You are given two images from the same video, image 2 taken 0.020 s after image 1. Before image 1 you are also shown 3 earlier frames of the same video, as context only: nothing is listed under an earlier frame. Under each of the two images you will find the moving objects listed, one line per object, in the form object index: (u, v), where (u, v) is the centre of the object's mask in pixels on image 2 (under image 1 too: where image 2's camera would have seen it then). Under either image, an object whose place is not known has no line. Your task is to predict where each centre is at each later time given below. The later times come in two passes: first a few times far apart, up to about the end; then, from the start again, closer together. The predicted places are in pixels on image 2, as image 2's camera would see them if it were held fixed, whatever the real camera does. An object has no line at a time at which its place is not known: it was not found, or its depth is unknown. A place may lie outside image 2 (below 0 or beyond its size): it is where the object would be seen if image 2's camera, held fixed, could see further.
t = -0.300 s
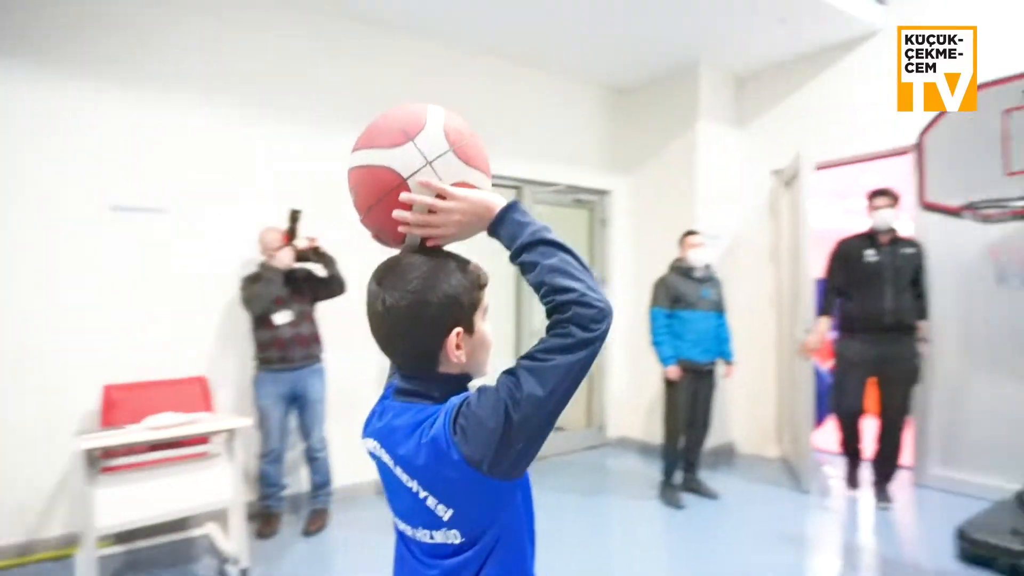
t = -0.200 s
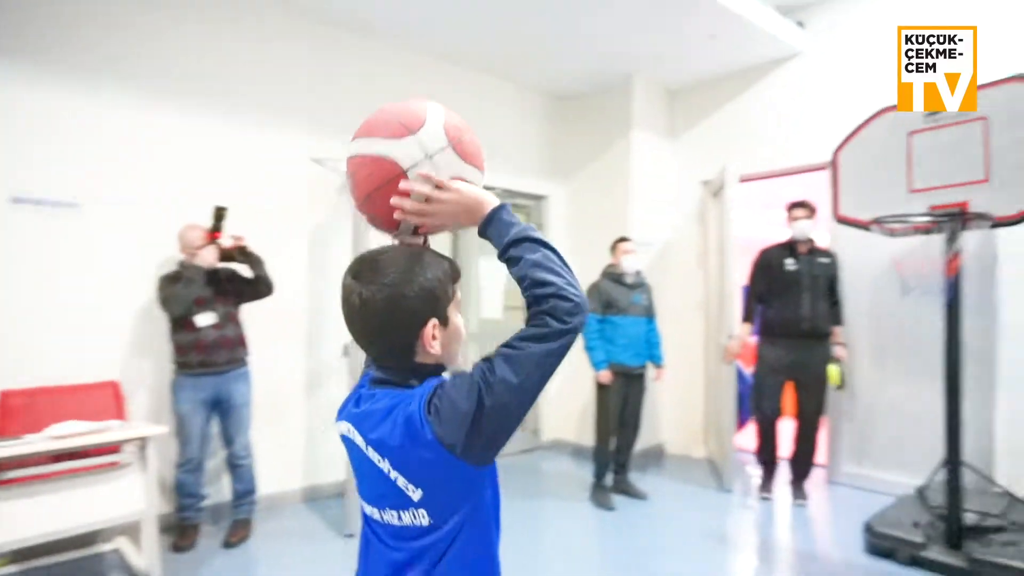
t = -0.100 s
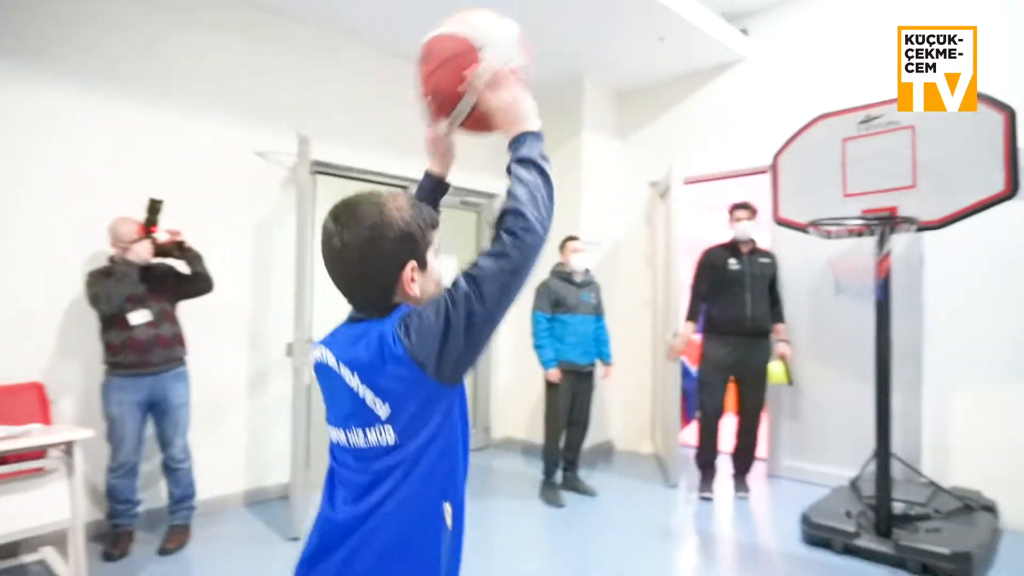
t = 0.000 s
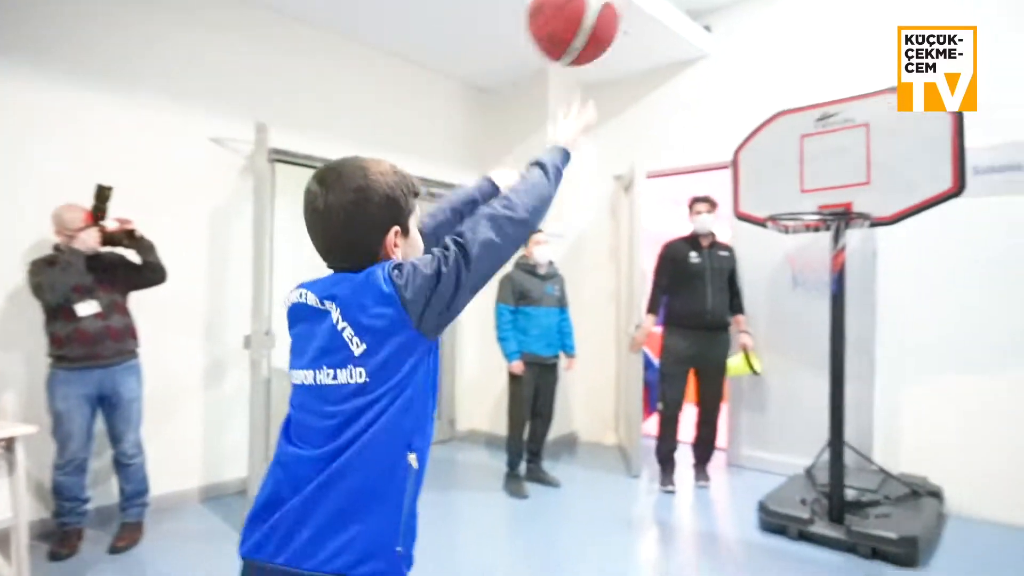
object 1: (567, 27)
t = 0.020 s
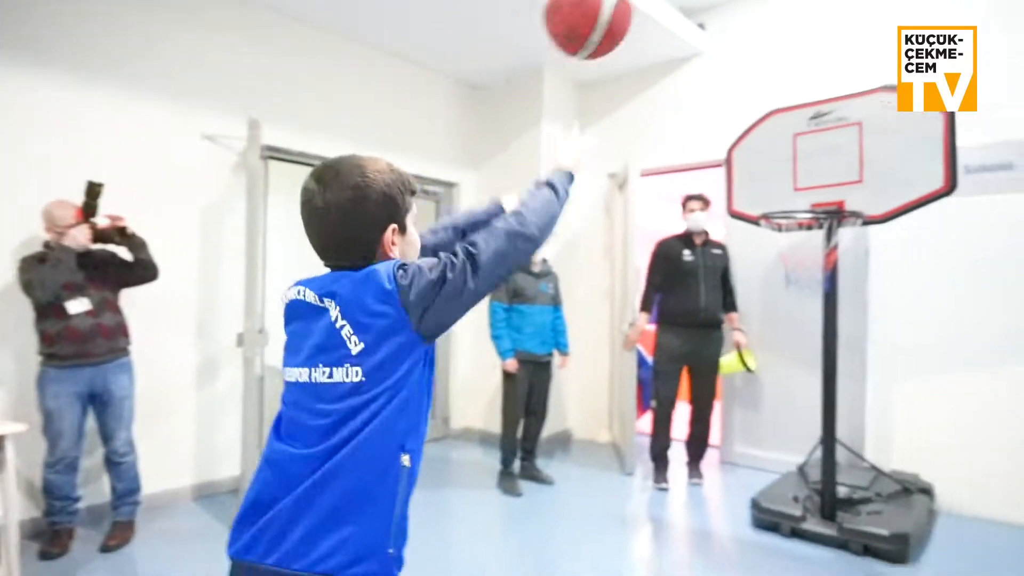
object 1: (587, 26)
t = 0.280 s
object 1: (750, 90)
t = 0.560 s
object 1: (807, 261)
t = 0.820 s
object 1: (772, 520)
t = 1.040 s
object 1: (730, 383)
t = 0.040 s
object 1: (606, 26)
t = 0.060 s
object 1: (624, 27)
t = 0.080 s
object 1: (640, 27)
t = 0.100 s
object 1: (654, 29)
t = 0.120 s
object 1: (668, 30)
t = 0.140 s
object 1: (681, 33)
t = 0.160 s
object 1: (693, 36)
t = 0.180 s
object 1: (704, 41)
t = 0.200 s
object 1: (714, 48)
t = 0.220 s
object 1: (723, 56)
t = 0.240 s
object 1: (732, 70)
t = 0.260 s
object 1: (741, 80)
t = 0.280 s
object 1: (750, 90)
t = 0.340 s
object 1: (773, 124)
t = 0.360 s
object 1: (779, 133)
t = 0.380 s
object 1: (786, 146)
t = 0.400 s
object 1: (792, 159)
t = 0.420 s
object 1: (798, 171)
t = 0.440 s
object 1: (804, 184)
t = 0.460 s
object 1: (809, 195)
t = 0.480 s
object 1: (811, 208)
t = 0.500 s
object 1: (814, 223)
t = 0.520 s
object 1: (813, 233)
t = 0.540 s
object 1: (809, 246)
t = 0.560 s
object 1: (807, 261)
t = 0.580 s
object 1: (804, 272)
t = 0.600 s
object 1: (803, 288)
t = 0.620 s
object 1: (800, 306)
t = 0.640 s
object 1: (796, 321)
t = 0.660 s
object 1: (793, 340)
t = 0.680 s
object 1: (790, 358)
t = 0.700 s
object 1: (787, 380)
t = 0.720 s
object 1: (785, 401)
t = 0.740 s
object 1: (781, 423)
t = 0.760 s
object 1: (778, 447)
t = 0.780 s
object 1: (775, 470)
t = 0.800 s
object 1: (773, 496)
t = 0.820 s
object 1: (772, 520)
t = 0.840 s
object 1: (770, 548)
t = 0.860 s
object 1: (766, 536)
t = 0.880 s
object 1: (763, 518)
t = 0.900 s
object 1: (760, 503)
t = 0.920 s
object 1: (755, 480)
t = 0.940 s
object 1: (749, 461)
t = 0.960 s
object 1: (745, 445)
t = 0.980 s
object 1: (741, 428)
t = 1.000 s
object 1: (738, 413)
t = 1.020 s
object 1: (734, 397)
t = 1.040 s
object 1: (730, 383)
